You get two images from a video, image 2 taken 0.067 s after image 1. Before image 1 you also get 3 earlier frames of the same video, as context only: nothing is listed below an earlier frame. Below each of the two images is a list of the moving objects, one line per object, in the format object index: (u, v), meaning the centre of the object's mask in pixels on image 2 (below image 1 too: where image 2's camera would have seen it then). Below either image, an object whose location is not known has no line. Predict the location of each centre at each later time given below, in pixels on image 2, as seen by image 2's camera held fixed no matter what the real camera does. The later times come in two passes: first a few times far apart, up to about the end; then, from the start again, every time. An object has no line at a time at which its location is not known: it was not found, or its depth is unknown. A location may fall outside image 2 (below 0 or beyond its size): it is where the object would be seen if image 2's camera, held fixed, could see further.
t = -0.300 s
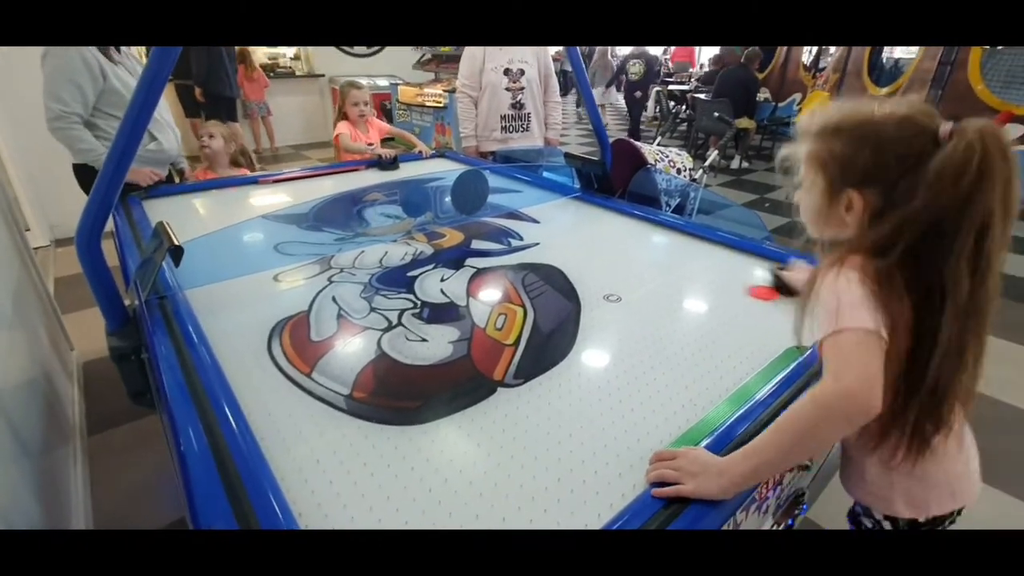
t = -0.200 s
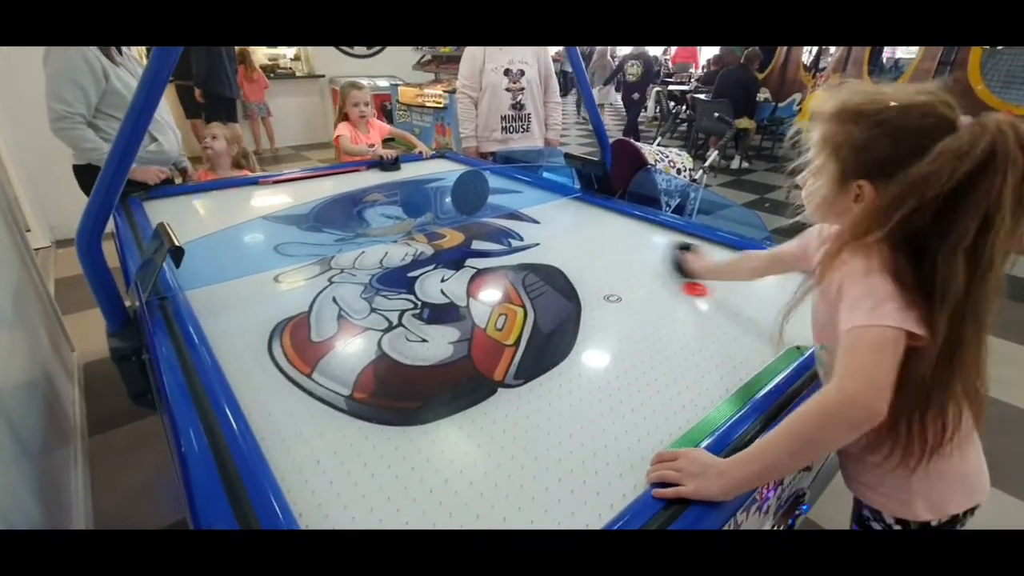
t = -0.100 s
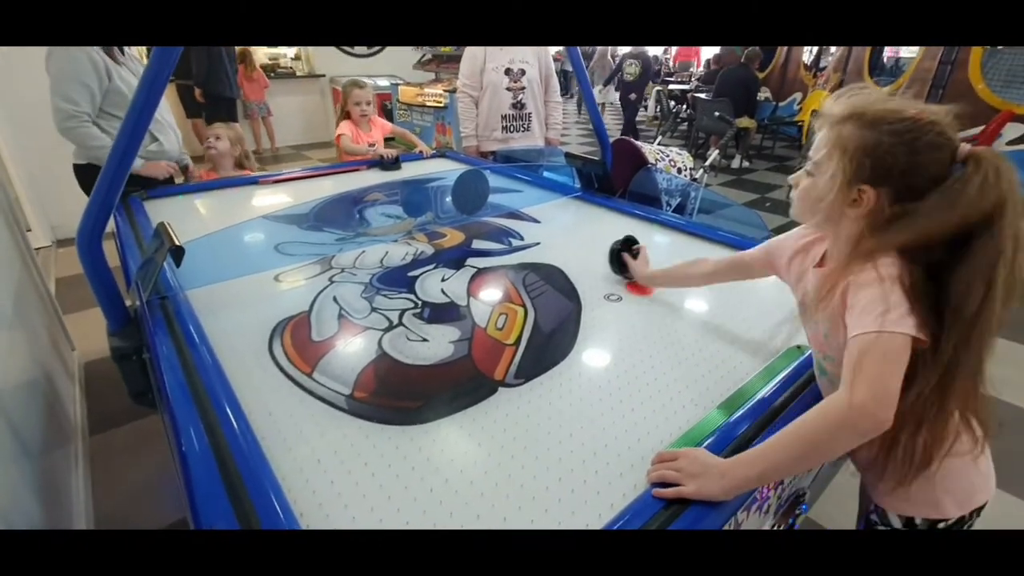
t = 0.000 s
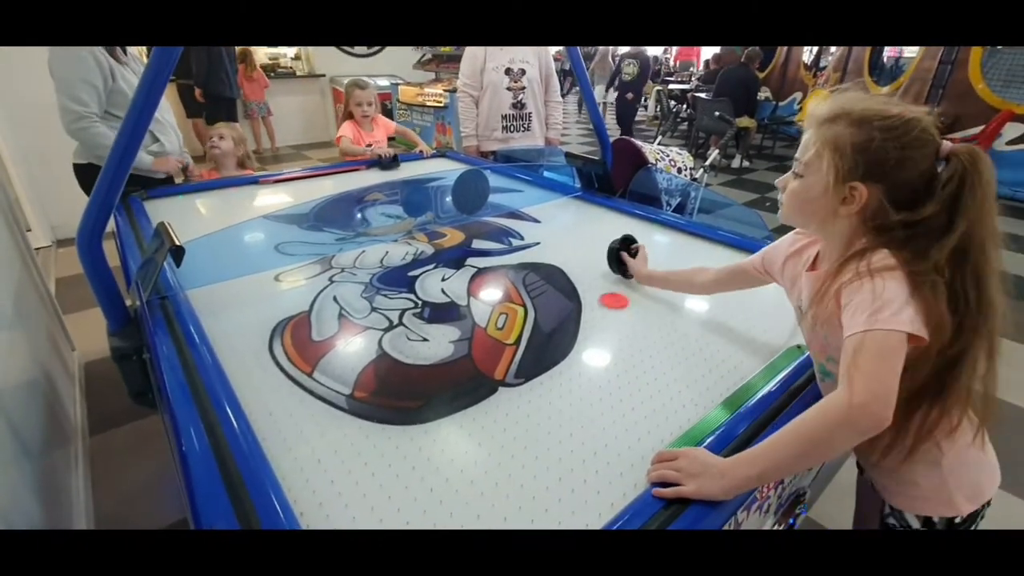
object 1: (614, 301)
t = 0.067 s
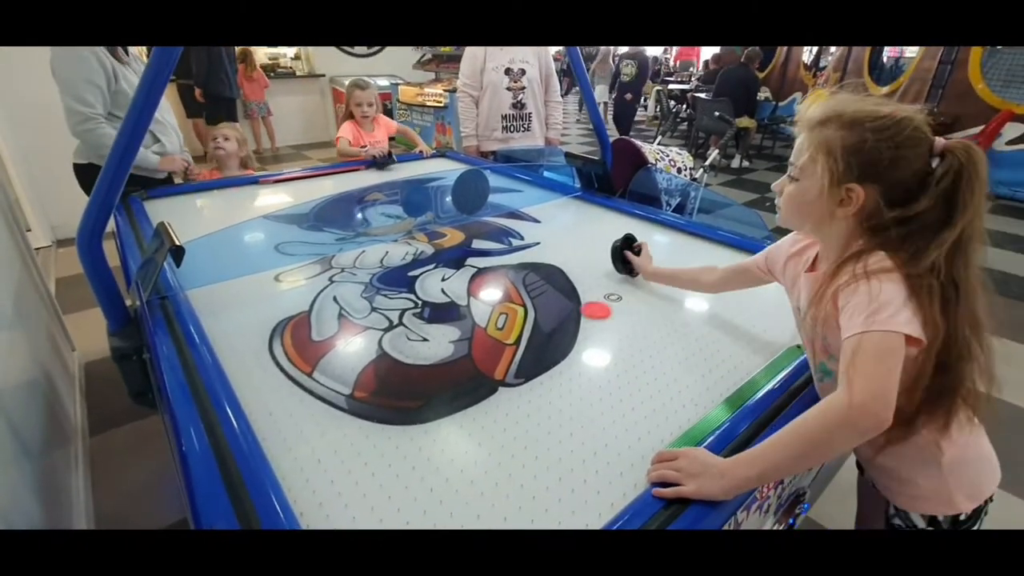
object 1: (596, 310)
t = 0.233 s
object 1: (548, 337)
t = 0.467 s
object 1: (466, 383)
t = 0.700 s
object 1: (366, 443)
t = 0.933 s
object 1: (313, 481)
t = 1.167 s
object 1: (365, 457)
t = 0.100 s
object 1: (586, 315)
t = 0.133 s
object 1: (577, 320)
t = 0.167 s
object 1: (567, 326)
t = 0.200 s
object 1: (558, 331)
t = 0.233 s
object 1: (548, 337)
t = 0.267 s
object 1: (537, 343)
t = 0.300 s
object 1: (526, 349)
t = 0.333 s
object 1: (515, 355)
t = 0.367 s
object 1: (503, 362)
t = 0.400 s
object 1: (491, 369)
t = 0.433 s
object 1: (479, 375)
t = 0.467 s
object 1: (466, 383)
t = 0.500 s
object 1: (453, 390)
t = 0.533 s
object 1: (441, 398)
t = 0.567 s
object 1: (426, 406)
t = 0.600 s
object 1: (413, 415)
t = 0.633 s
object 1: (398, 424)
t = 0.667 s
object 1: (382, 433)
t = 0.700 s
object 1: (366, 443)
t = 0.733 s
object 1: (350, 454)
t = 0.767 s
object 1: (333, 464)
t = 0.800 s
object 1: (317, 475)
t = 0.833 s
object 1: (303, 484)
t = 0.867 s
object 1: (299, 486)
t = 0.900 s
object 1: (305, 484)
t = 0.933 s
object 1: (313, 481)
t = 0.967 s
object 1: (322, 476)
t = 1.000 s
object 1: (331, 472)
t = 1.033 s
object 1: (340, 468)
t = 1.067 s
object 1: (347, 465)
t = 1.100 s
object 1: (354, 462)
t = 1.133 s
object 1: (360, 459)
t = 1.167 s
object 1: (365, 457)
